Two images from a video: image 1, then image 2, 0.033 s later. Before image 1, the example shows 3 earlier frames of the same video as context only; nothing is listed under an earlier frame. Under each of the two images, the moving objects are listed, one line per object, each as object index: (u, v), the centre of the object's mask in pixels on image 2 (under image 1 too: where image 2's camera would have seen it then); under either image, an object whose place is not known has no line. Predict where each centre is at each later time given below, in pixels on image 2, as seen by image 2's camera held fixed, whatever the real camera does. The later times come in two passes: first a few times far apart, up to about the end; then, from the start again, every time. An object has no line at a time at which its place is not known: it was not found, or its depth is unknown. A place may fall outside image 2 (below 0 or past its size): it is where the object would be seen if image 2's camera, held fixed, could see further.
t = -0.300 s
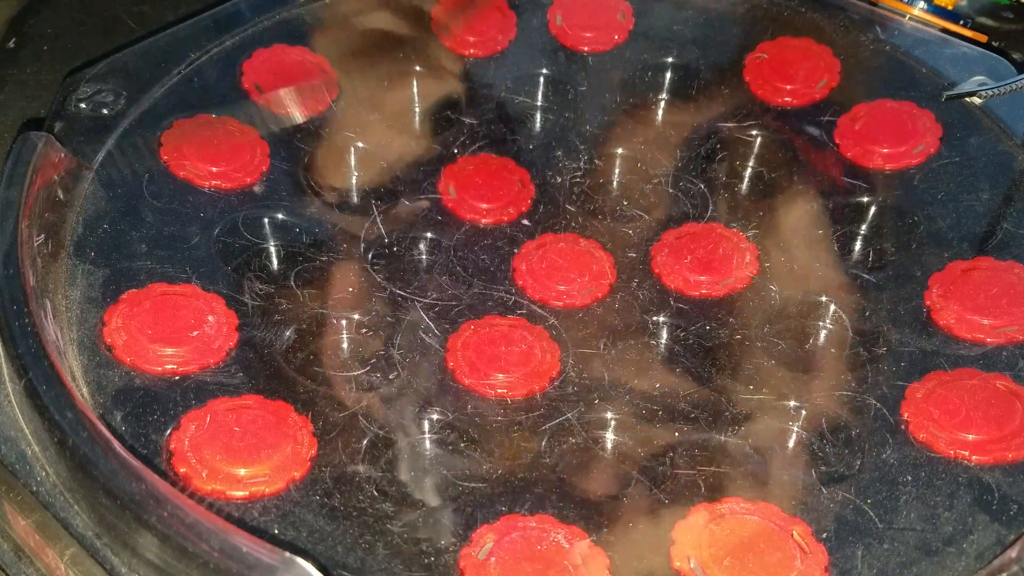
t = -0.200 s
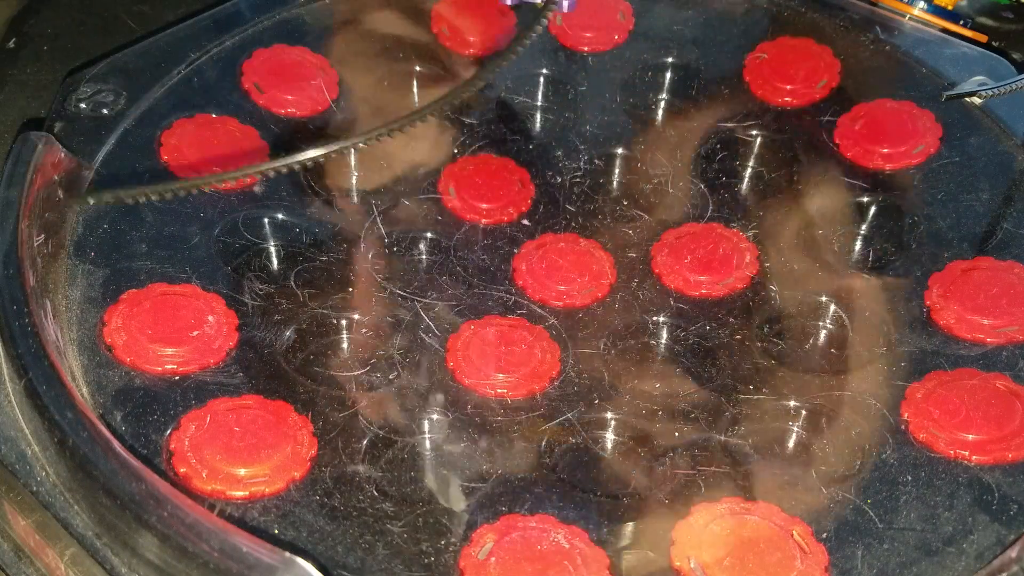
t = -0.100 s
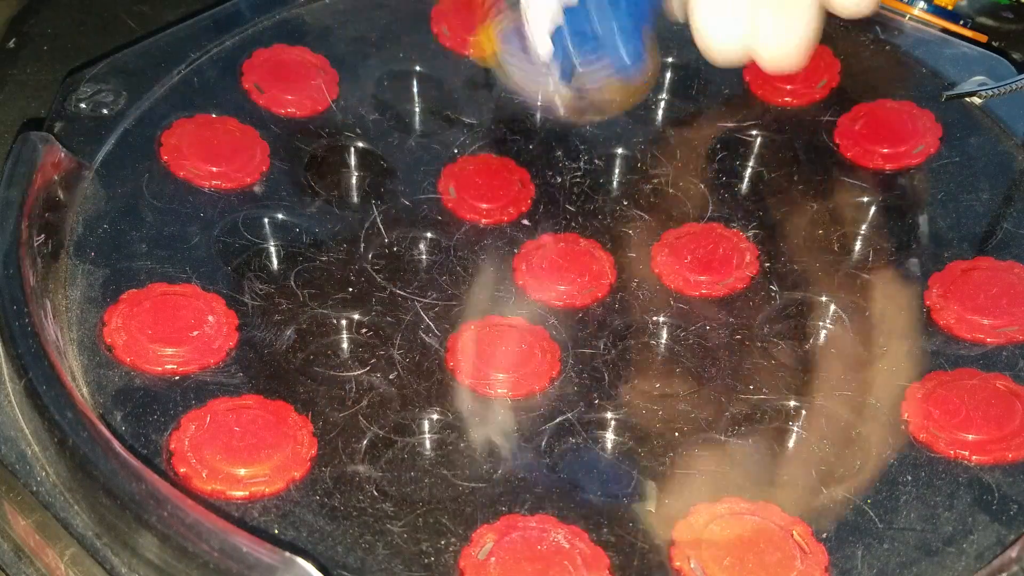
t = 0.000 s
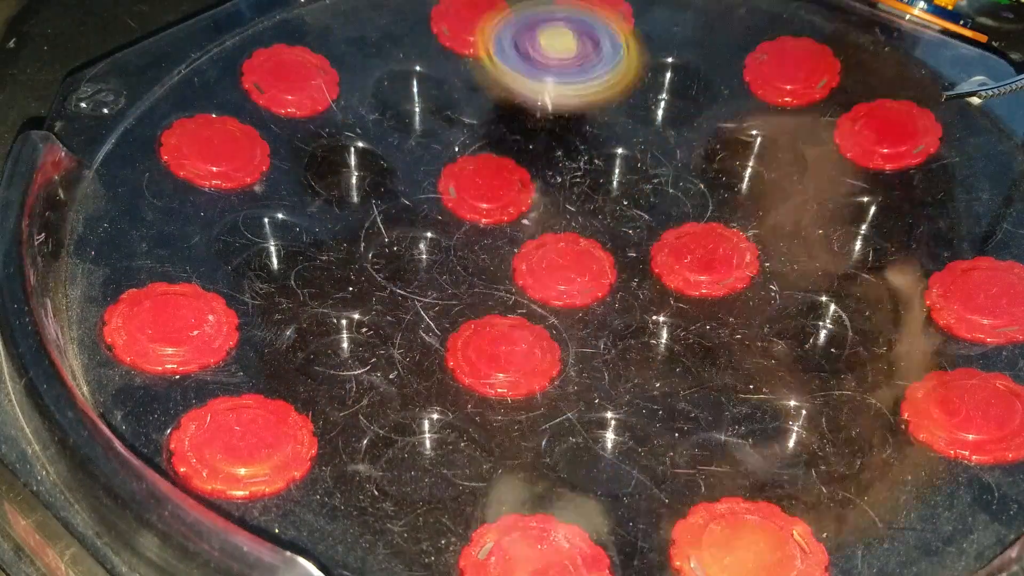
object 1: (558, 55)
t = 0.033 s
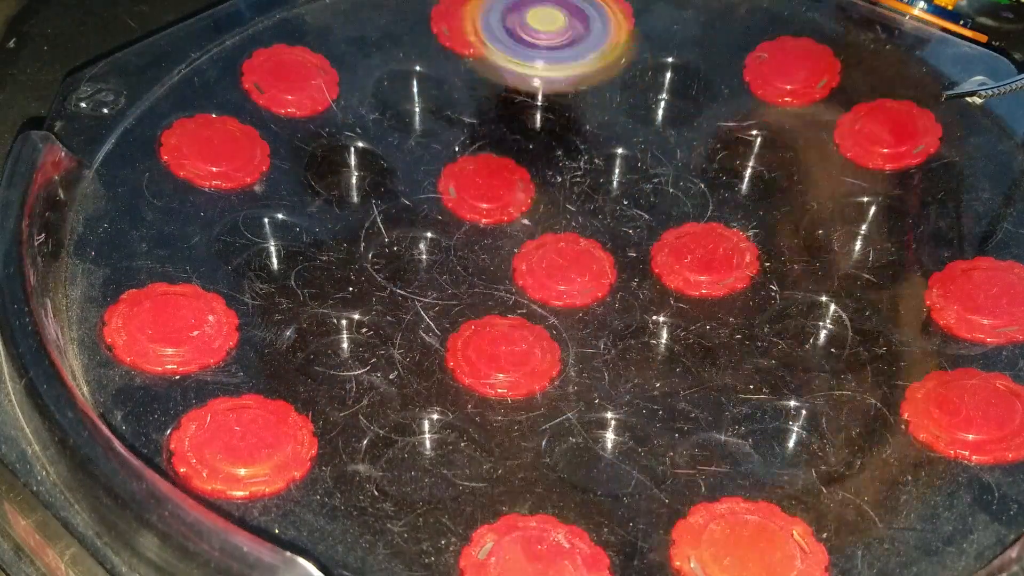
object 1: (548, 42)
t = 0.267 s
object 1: (410, 141)
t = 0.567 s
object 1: (733, 263)
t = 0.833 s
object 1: (739, 87)
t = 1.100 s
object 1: (459, 141)
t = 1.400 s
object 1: (679, 376)
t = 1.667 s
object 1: (892, 229)
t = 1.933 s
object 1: (632, 128)
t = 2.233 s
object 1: (387, 279)
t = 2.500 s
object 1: (644, 417)
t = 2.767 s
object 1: (718, 233)
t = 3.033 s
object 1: (462, 144)
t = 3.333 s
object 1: (330, 282)
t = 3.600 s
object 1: (620, 298)
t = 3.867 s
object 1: (591, 133)
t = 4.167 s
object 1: (394, 121)
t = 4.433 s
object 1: (519, 267)
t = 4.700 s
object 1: (712, 195)
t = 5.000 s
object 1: (590, 106)
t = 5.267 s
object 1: (482, 226)
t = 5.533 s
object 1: (689, 330)
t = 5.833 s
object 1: (736, 204)
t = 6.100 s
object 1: (515, 191)
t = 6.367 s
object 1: (445, 308)
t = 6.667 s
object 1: (664, 301)
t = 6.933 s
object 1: (561, 173)
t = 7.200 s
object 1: (384, 179)
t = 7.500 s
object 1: (523, 281)
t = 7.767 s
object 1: (644, 192)
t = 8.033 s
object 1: (550, 113)
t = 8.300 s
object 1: (462, 210)
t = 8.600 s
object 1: (665, 292)
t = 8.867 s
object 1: (717, 198)
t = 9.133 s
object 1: (552, 183)
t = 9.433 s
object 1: (491, 293)
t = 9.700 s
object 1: (660, 314)
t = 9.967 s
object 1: (596, 201)
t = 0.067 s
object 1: (532, 46)
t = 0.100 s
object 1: (513, 53)
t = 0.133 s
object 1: (495, 59)
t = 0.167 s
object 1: (472, 77)
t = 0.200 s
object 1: (444, 95)
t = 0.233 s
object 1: (424, 113)
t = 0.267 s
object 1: (410, 141)
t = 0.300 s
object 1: (414, 175)
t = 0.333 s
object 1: (431, 209)
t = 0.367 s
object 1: (458, 236)
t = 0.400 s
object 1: (498, 257)
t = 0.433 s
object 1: (549, 275)
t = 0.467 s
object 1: (599, 288)
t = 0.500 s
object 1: (649, 290)
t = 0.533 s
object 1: (696, 280)
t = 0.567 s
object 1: (733, 263)
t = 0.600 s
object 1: (768, 241)
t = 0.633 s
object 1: (791, 218)
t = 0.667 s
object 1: (803, 193)
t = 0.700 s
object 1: (805, 168)
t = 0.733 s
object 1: (800, 142)
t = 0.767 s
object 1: (787, 117)
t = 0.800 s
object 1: (767, 99)
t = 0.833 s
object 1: (739, 87)
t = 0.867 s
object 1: (698, 78)
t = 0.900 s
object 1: (662, 72)
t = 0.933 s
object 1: (628, 67)
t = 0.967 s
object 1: (586, 71)
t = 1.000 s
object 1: (550, 80)
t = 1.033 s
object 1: (516, 97)
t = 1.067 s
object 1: (486, 115)
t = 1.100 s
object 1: (459, 141)
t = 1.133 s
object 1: (444, 173)
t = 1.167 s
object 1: (435, 207)
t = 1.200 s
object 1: (435, 238)
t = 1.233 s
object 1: (451, 271)
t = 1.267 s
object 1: (477, 301)
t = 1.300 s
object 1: (517, 335)
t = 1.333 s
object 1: (567, 359)
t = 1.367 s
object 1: (621, 371)
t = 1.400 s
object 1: (679, 376)
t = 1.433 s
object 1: (741, 376)
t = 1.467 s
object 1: (791, 368)
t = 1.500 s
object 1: (833, 355)
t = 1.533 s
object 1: (869, 334)
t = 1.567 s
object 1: (890, 309)
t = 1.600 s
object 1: (904, 283)
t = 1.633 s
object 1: (901, 254)
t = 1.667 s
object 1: (892, 229)
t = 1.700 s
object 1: (879, 208)
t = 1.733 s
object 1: (861, 186)
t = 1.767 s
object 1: (831, 167)
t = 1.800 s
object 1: (796, 151)
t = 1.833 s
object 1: (758, 137)
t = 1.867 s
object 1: (716, 130)
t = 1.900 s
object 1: (674, 127)
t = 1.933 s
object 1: (632, 128)
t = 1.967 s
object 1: (592, 131)
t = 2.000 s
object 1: (553, 137)
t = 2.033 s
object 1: (515, 148)
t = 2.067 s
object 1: (478, 165)
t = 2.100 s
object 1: (449, 182)
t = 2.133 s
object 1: (423, 202)
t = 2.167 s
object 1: (402, 226)
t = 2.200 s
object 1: (395, 252)
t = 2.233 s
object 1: (387, 279)
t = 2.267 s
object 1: (389, 307)
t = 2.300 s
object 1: (402, 333)
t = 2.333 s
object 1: (432, 363)
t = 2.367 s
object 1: (462, 387)
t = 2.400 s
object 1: (503, 407)
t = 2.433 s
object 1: (552, 420)
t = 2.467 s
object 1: (600, 424)
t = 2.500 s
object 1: (644, 417)
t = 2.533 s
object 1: (682, 403)
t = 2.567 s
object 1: (714, 383)
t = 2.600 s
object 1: (738, 363)
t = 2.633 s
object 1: (758, 340)
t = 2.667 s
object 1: (765, 314)
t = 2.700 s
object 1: (756, 285)
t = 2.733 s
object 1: (739, 257)
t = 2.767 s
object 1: (718, 233)
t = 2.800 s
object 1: (691, 210)
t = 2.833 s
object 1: (659, 191)
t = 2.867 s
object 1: (632, 179)
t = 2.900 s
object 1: (605, 168)
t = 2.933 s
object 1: (570, 157)
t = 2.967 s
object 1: (535, 149)
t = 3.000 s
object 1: (498, 145)
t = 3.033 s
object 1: (462, 144)
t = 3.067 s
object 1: (428, 146)
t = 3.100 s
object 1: (395, 152)
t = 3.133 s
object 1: (371, 164)
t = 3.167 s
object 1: (353, 180)
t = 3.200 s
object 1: (333, 199)
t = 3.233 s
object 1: (315, 220)
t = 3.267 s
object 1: (308, 239)
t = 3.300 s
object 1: (312, 258)
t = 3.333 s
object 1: (330, 282)
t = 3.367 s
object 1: (351, 301)
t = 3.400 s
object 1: (385, 318)
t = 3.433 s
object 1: (425, 329)
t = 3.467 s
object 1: (470, 336)
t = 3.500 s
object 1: (512, 336)
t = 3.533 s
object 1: (560, 327)
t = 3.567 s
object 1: (595, 315)
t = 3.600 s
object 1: (620, 298)
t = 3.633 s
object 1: (637, 279)
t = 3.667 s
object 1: (649, 255)
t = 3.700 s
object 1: (647, 229)
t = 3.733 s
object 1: (643, 205)
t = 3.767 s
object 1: (635, 187)
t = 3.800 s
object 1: (626, 169)
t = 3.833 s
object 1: (611, 150)
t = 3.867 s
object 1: (591, 133)
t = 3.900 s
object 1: (571, 118)
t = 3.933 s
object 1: (554, 108)
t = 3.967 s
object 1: (531, 100)
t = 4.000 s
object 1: (505, 94)
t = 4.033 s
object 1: (477, 93)
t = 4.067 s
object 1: (450, 95)
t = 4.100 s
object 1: (428, 100)
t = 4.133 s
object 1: (410, 107)
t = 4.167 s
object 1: (394, 121)
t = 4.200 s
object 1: (384, 140)
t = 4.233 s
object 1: (382, 161)
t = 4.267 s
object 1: (387, 187)
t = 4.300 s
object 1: (400, 212)
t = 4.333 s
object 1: (419, 230)
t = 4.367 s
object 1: (447, 247)
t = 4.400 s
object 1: (482, 258)
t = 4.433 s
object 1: (519, 267)
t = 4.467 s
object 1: (556, 273)
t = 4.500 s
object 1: (591, 275)
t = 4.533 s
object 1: (620, 272)
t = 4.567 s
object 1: (653, 262)
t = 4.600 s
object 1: (676, 248)
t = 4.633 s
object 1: (691, 234)
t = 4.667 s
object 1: (704, 215)
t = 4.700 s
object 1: (712, 195)
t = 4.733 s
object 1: (715, 178)
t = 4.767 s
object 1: (714, 163)
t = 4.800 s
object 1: (707, 150)
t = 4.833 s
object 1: (697, 137)
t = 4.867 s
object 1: (678, 124)
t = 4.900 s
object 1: (659, 114)
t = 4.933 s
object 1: (638, 108)
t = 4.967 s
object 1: (614, 105)
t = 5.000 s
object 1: (590, 106)
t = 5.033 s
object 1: (567, 111)
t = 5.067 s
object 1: (545, 118)
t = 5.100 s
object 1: (525, 130)
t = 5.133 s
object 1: (508, 146)
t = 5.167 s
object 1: (492, 168)
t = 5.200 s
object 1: (482, 186)
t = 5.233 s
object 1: (477, 205)
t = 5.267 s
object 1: (482, 226)
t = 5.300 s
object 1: (492, 244)
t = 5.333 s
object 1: (511, 266)
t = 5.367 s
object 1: (535, 283)
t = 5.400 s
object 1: (563, 300)
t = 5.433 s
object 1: (590, 314)
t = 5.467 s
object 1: (625, 325)
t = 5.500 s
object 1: (660, 330)
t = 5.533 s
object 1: (689, 330)
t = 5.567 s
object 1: (721, 324)
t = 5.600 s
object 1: (743, 313)
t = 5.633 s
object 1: (760, 300)
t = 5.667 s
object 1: (772, 284)
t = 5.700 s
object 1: (776, 267)
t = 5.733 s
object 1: (778, 248)
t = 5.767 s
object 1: (768, 231)
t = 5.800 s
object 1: (754, 216)
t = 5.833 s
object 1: (736, 204)
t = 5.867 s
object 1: (708, 193)
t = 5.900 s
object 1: (684, 186)
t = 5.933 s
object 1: (653, 180)
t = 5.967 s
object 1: (627, 178)
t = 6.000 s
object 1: (600, 177)
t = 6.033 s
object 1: (573, 179)
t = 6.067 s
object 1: (542, 184)
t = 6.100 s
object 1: (515, 191)
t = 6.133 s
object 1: (491, 199)
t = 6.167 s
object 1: (469, 210)
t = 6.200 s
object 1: (453, 224)
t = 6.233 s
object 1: (439, 239)
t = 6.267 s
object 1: (433, 256)
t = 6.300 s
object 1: (431, 272)
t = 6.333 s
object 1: (436, 290)
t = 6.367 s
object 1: (445, 308)
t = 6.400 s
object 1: (467, 326)
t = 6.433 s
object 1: (490, 340)
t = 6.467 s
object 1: (520, 349)
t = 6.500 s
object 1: (550, 353)
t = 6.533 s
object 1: (584, 350)
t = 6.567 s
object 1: (612, 343)
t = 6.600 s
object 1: (638, 332)
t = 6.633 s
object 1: (654, 319)
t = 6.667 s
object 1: (664, 301)
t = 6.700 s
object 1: (670, 281)
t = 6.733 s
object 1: (666, 262)
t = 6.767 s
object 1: (655, 243)
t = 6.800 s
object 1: (636, 222)
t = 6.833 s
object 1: (618, 207)
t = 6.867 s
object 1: (603, 194)
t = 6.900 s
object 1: (587, 184)
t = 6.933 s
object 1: (561, 173)
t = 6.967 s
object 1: (538, 164)
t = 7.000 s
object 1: (511, 160)
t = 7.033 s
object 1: (487, 156)
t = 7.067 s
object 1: (462, 154)
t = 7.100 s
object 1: (437, 153)
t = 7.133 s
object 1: (414, 158)
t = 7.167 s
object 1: (399, 167)
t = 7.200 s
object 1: (384, 179)
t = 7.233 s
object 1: (376, 195)
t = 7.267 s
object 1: (373, 212)
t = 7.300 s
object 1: (377, 229)
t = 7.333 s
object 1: (389, 244)
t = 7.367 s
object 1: (407, 257)
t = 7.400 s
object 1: (429, 266)
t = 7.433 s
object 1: (458, 275)
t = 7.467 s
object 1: (491, 280)
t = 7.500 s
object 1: (523, 281)
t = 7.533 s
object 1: (552, 281)
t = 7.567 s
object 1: (576, 276)
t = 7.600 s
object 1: (599, 269)
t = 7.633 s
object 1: (618, 257)
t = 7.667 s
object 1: (633, 240)
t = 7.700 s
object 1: (640, 221)
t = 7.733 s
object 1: (646, 205)
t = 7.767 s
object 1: (644, 192)
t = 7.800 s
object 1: (641, 179)
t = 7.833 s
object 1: (637, 166)
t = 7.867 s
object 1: (630, 154)
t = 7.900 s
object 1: (618, 142)
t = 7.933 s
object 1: (604, 131)
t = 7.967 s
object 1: (588, 123)
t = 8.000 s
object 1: (569, 117)
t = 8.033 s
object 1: (550, 113)
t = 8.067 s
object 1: (529, 114)
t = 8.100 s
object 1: (510, 119)
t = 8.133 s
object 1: (490, 128)
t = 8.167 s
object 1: (475, 141)
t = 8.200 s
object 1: (466, 158)
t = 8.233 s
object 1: (460, 176)
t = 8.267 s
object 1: (459, 194)
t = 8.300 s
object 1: (462, 210)
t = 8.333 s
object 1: (472, 227)
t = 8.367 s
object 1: (490, 241)
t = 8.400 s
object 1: (511, 255)
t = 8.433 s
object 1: (536, 267)
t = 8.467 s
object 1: (558, 277)
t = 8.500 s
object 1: (585, 285)
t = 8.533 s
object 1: (613, 292)
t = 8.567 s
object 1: (638, 294)
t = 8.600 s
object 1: (665, 292)
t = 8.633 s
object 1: (687, 285)
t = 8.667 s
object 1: (705, 277)
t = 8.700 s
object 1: (717, 266)
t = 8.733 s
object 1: (725, 254)
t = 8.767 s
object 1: (732, 241)
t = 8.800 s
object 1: (734, 224)
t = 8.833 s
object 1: (728, 210)
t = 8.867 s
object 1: (717, 198)
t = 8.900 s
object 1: (700, 187)
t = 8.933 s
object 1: (681, 180)
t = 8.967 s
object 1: (659, 176)
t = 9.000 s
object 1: (636, 173)
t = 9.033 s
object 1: (617, 174)
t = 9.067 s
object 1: (596, 175)
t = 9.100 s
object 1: (574, 178)
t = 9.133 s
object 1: (552, 183)
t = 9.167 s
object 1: (532, 191)
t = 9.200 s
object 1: (513, 201)
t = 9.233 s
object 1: (499, 212)
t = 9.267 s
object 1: (487, 225)
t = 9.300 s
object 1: (478, 238)
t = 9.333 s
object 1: (475, 250)
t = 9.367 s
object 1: (476, 264)
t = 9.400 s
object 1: (482, 279)
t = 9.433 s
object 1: (491, 293)
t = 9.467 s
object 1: (508, 309)
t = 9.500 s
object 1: (526, 320)
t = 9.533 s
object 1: (546, 332)
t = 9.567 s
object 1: (575, 334)
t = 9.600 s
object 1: (601, 335)
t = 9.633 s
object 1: (626, 332)
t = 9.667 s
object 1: (645, 325)
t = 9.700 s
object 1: (660, 314)
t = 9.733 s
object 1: (668, 300)
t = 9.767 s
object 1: (672, 284)
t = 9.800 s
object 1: (670, 269)
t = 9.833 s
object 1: (660, 253)
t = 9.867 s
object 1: (643, 235)
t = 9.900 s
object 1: (630, 222)
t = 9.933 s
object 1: (614, 210)
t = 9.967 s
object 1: (596, 201)
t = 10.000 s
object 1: (581, 194)
